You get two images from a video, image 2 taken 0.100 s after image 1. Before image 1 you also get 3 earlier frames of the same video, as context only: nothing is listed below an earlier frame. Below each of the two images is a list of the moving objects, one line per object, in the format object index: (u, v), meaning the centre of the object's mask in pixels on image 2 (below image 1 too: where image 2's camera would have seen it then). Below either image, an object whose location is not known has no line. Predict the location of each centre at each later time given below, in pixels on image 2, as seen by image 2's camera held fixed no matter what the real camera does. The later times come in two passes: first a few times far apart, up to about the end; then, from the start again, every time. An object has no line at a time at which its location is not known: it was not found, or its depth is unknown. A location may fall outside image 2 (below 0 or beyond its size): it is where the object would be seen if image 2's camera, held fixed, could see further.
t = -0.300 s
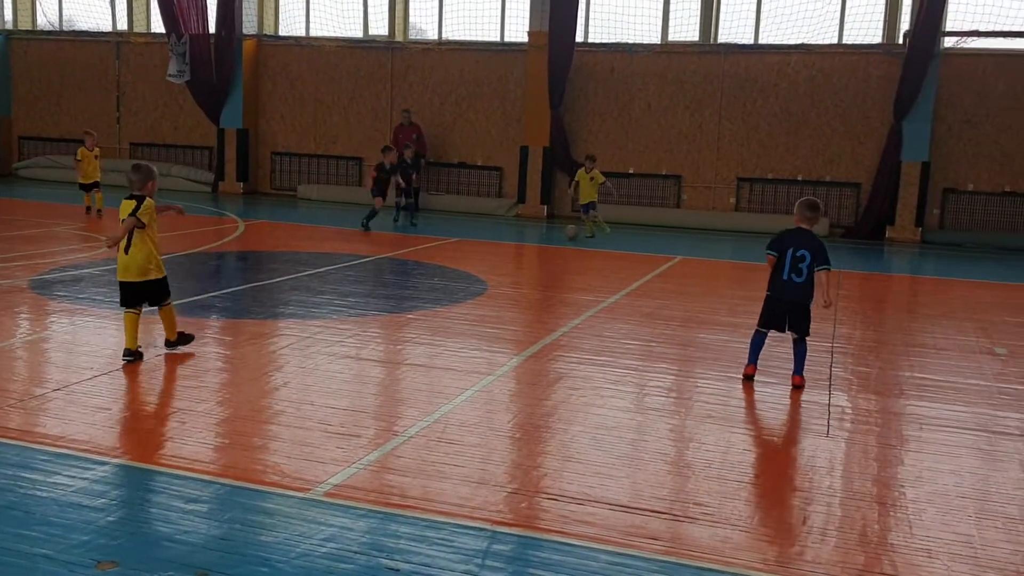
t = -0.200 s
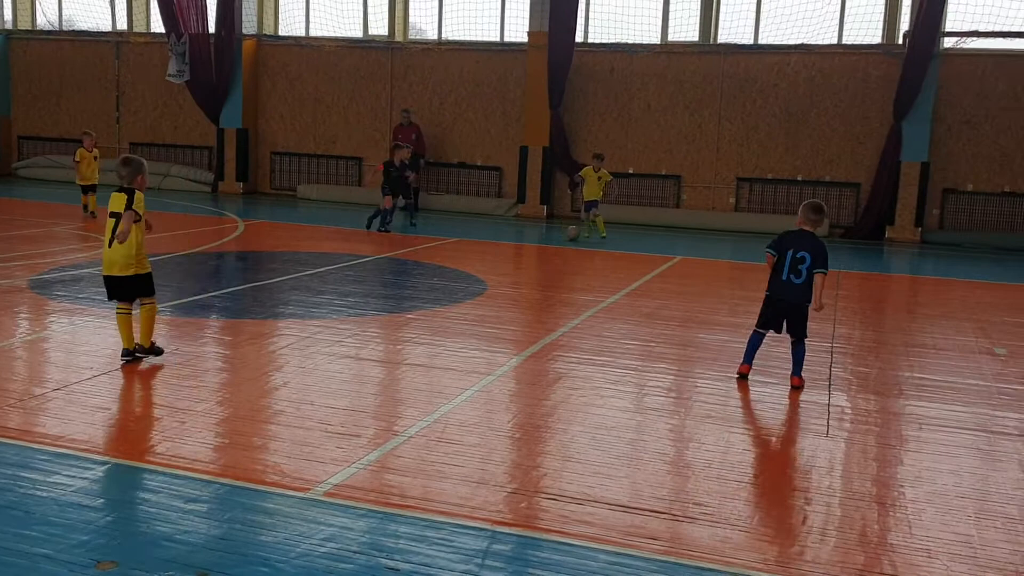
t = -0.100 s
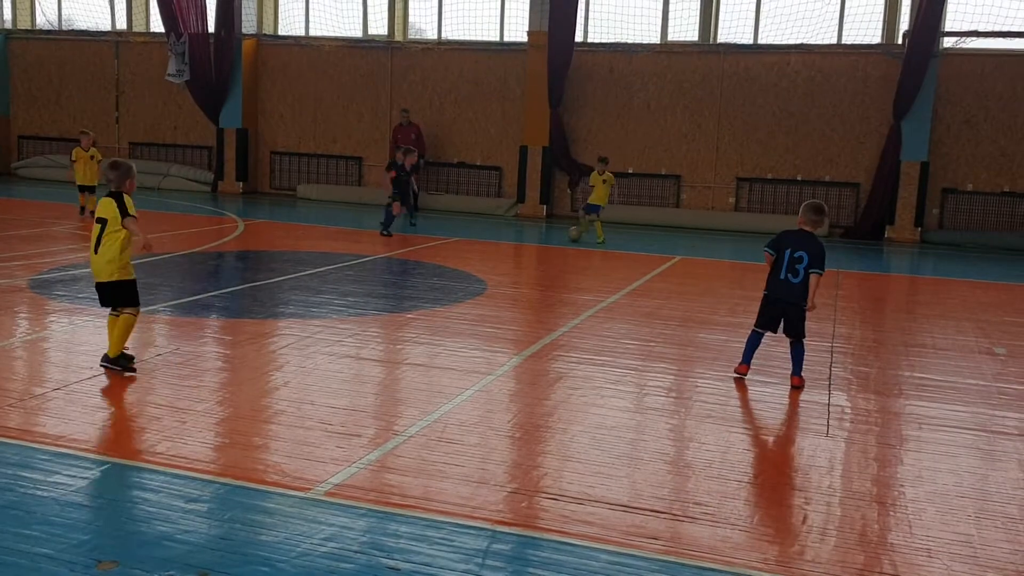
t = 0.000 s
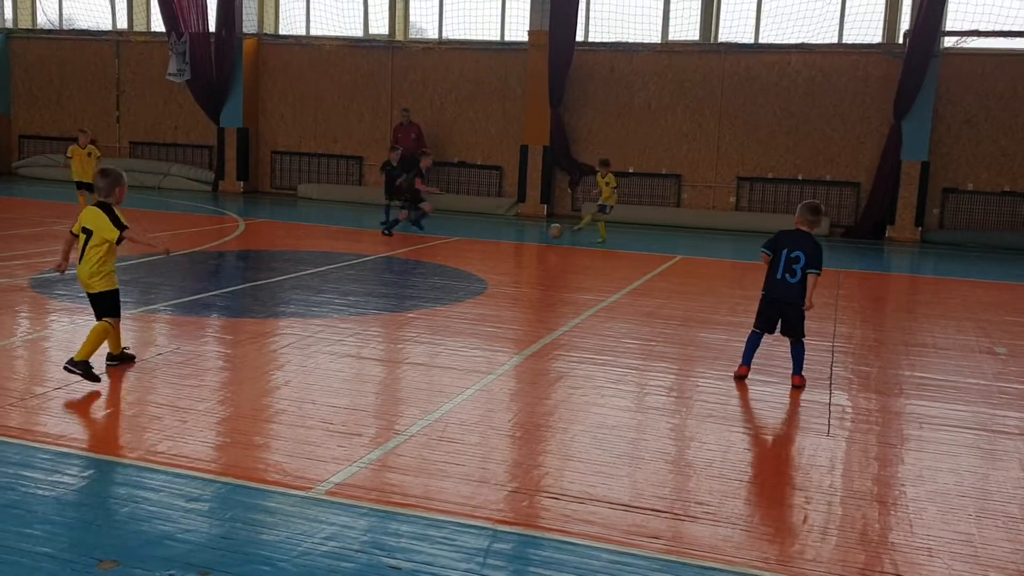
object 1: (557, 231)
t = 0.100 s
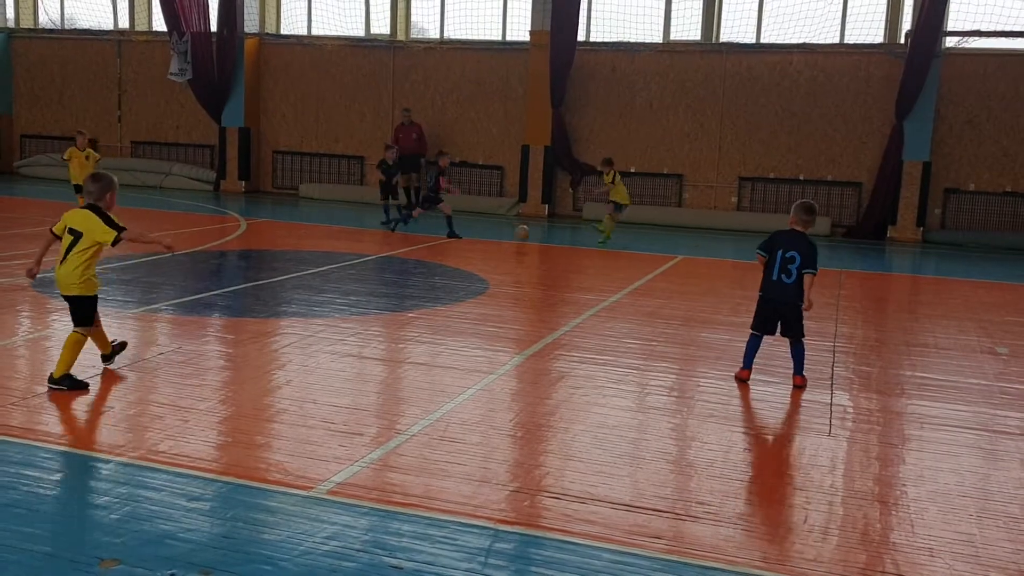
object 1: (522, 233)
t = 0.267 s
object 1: (456, 253)
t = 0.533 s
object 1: (329, 275)
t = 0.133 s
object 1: (510, 235)
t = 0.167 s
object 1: (500, 239)
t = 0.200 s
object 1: (484, 244)
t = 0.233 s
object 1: (469, 250)
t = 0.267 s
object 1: (456, 253)
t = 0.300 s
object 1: (440, 254)
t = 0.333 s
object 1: (427, 256)
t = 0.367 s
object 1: (411, 258)
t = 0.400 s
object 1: (396, 263)
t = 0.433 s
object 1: (380, 266)
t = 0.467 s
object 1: (364, 268)
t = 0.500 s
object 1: (346, 271)
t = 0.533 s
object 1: (329, 275)
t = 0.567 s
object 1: (312, 277)
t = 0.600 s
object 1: (295, 280)
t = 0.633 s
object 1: (276, 283)
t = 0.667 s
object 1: (256, 286)
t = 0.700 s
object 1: (238, 289)
